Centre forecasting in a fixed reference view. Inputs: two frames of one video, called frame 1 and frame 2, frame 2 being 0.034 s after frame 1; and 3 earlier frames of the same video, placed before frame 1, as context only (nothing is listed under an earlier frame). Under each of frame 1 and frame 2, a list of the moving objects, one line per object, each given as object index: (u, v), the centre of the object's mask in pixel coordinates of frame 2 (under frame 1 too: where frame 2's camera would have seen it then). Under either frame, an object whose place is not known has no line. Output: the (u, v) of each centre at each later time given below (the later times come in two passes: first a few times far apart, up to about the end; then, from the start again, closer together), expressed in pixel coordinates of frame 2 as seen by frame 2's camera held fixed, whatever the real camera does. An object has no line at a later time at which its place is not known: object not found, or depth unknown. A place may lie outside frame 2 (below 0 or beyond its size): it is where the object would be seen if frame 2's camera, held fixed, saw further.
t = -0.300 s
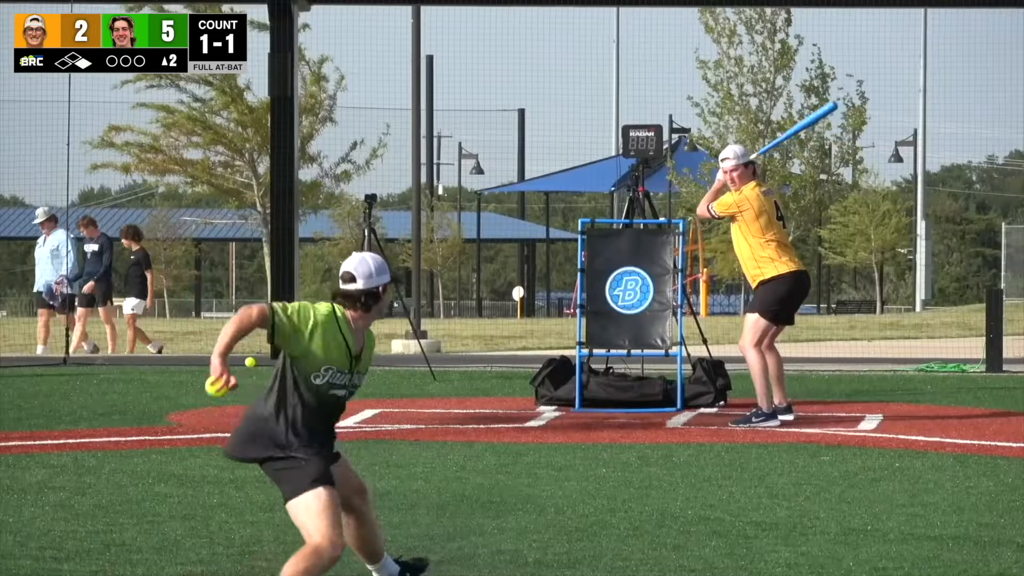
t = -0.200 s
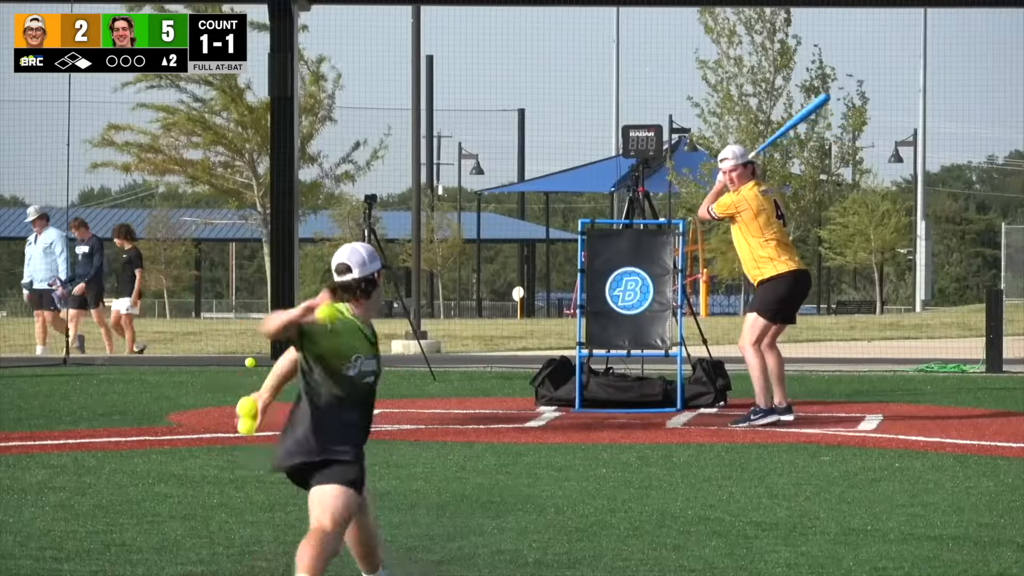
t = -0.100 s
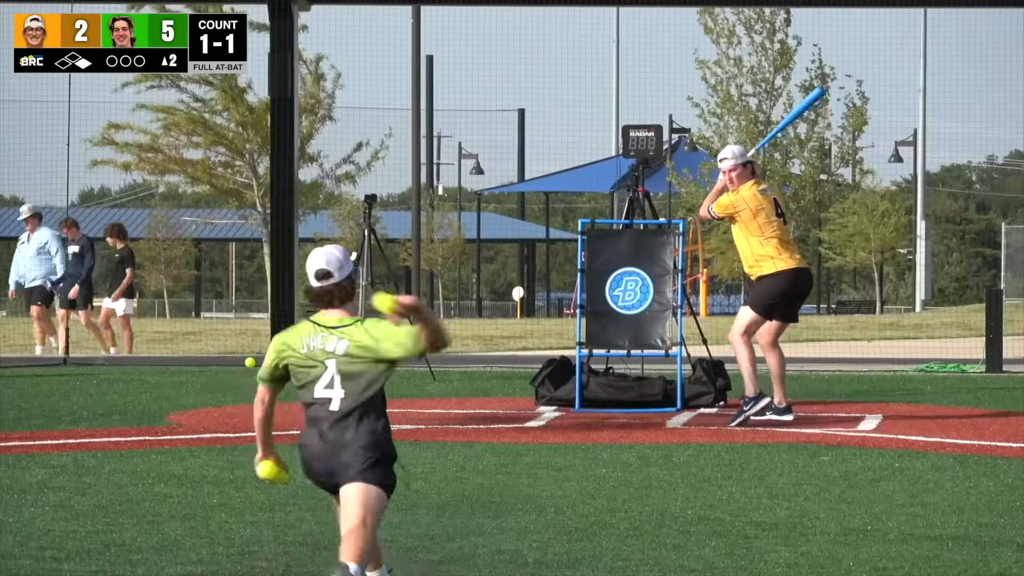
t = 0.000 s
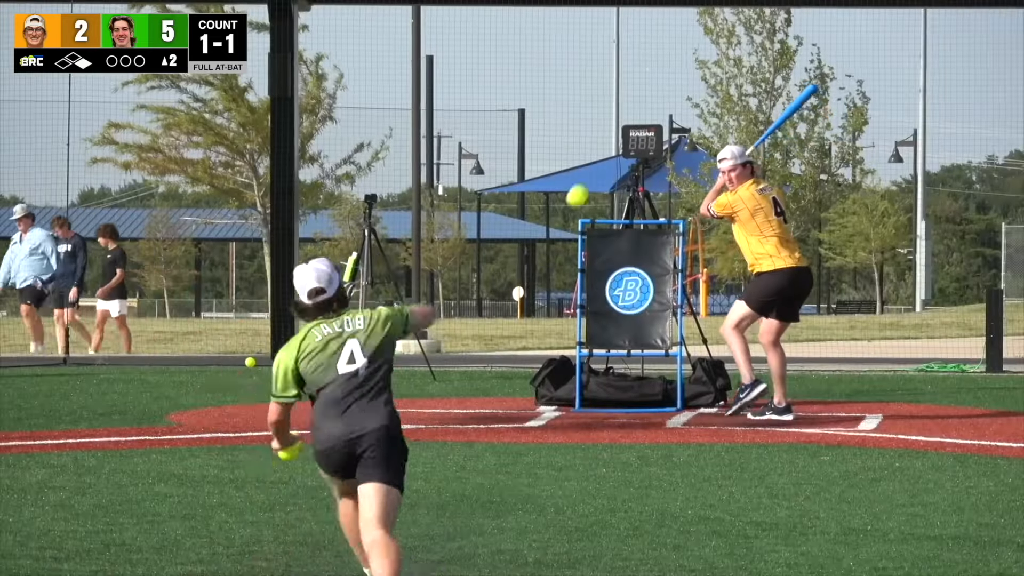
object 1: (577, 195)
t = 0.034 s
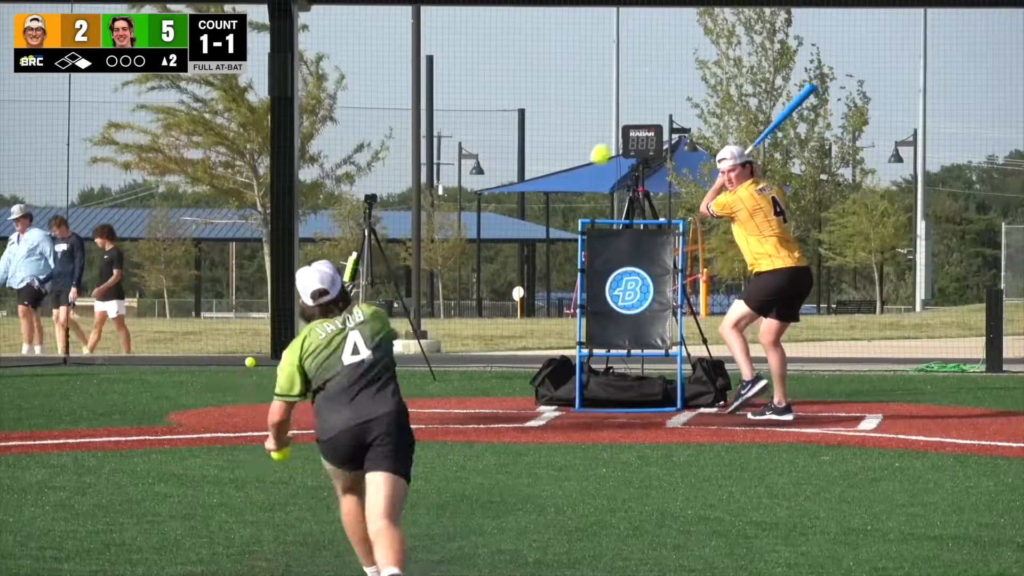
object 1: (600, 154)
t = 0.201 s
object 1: (678, 32)
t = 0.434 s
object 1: (717, 41)
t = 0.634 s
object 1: (710, 142)
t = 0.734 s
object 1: (696, 212)
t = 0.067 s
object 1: (621, 118)
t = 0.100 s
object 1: (639, 88)
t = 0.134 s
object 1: (654, 64)
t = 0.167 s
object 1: (667, 47)
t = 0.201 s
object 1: (678, 32)
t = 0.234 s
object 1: (688, 23)
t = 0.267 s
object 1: (696, 18)
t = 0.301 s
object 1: (702, 18)
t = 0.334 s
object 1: (708, 18)
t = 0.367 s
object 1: (711, 24)
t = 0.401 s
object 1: (715, 32)
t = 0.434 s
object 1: (717, 41)
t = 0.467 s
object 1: (717, 53)
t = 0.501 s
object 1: (717, 68)
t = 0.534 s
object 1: (717, 83)
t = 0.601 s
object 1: (713, 120)
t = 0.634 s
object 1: (710, 142)
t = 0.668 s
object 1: (707, 165)
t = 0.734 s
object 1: (696, 212)
